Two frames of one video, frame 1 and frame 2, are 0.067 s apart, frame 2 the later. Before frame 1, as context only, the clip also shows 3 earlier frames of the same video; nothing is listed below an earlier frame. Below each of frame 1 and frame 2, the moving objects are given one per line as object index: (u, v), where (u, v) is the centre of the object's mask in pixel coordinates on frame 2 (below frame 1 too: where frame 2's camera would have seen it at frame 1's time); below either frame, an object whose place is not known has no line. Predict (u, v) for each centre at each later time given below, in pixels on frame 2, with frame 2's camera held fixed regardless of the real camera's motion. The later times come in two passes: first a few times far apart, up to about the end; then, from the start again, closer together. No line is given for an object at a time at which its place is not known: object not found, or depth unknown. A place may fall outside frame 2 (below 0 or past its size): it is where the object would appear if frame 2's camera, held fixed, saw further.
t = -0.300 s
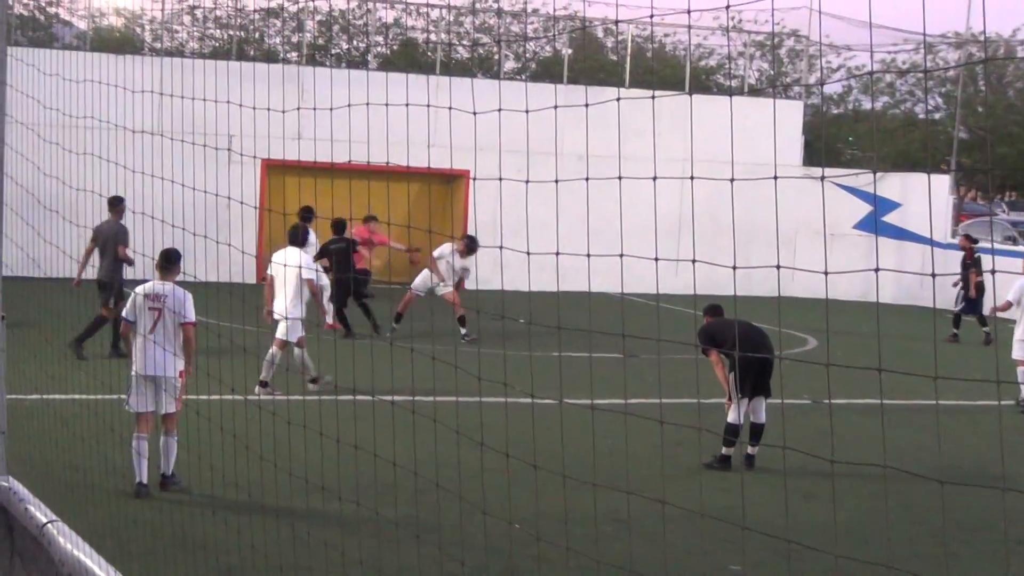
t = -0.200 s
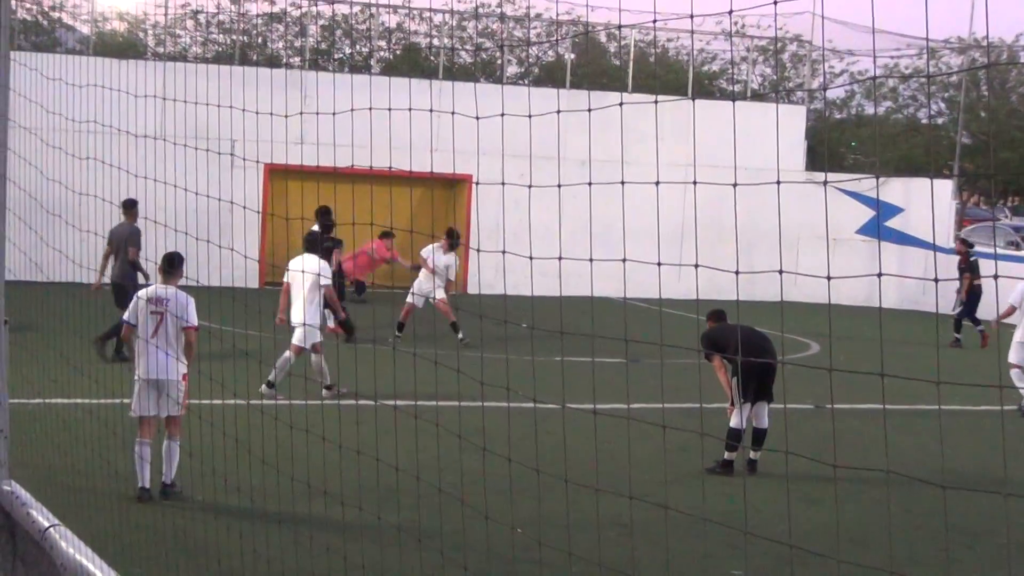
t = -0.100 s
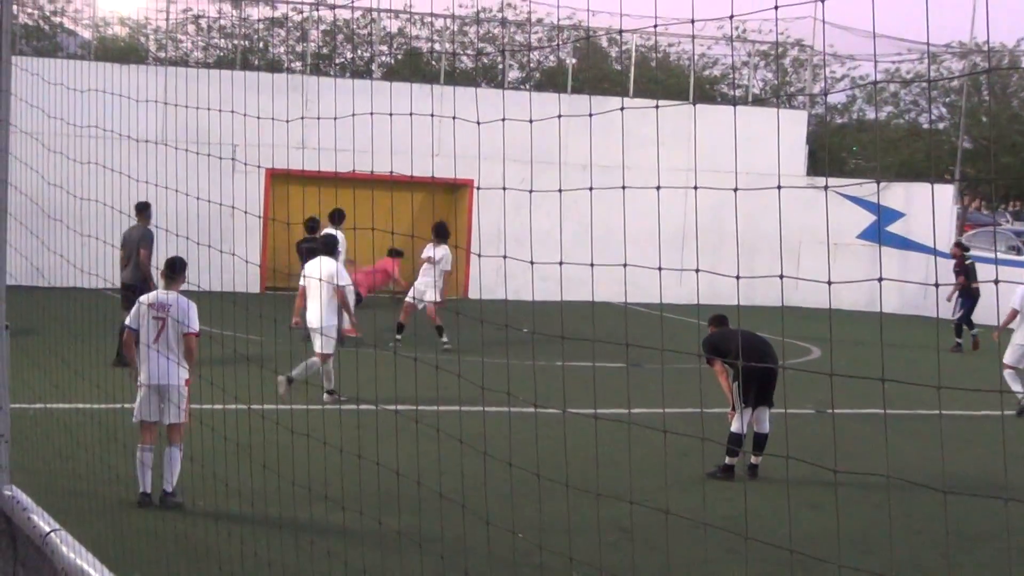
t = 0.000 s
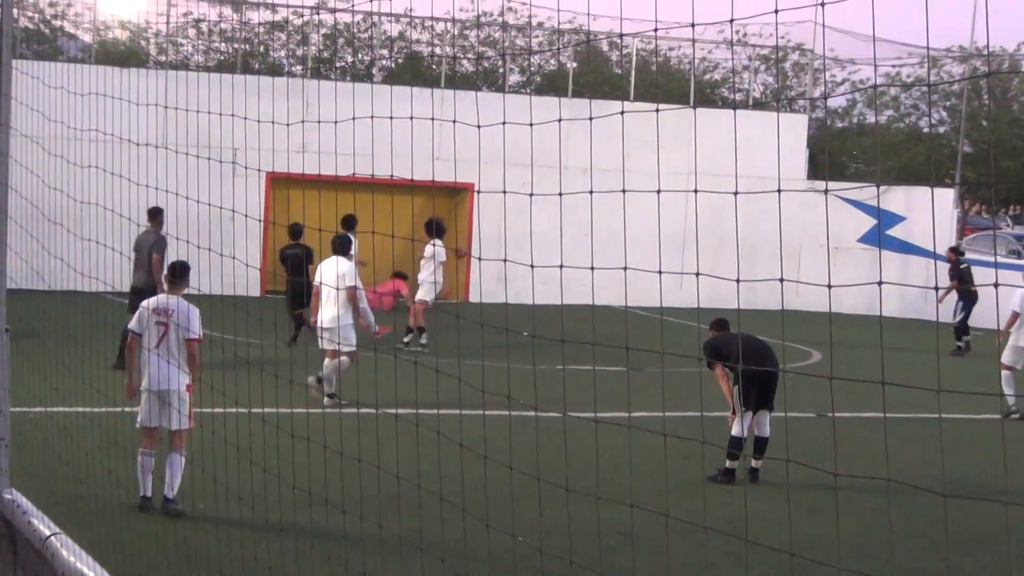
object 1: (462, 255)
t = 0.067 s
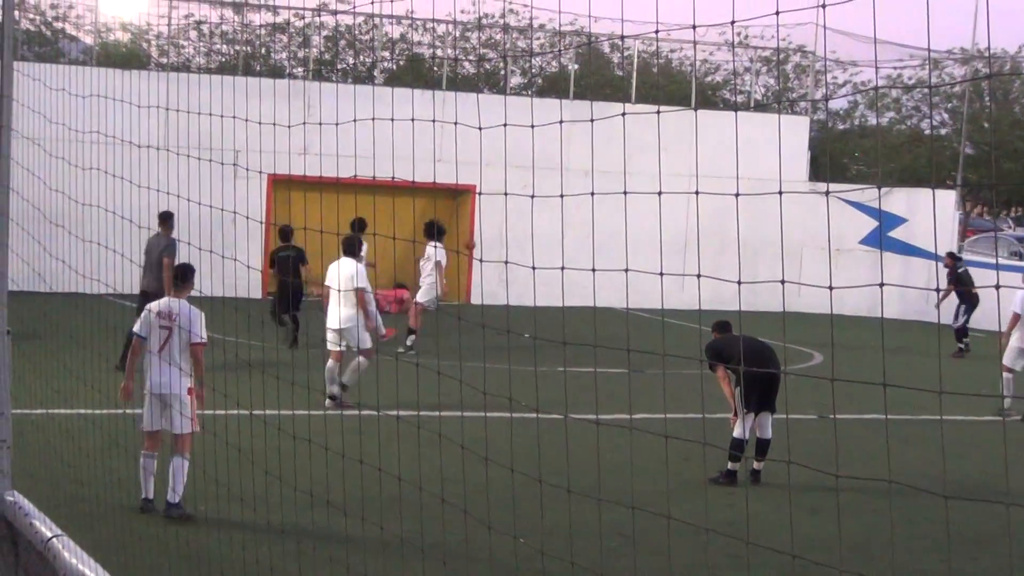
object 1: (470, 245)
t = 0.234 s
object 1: (488, 230)
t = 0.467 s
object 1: (515, 233)
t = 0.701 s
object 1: (545, 256)
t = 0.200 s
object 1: (485, 232)
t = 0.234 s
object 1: (488, 230)
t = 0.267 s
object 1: (491, 230)
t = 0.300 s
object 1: (495, 229)
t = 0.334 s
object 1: (498, 229)
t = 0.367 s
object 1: (502, 231)
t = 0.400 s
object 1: (505, 232)
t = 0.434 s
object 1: (510, 232)
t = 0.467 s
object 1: (515, 233)
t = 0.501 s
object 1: (519, 234)
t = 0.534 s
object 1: (524, 236)
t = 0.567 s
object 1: (528, 239)
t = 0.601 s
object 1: (532, 242)
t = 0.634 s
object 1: (537, 246)
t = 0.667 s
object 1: (541, 250)
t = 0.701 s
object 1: (545, 256)
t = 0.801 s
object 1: (558, 275)
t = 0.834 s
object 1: (562, 282)
